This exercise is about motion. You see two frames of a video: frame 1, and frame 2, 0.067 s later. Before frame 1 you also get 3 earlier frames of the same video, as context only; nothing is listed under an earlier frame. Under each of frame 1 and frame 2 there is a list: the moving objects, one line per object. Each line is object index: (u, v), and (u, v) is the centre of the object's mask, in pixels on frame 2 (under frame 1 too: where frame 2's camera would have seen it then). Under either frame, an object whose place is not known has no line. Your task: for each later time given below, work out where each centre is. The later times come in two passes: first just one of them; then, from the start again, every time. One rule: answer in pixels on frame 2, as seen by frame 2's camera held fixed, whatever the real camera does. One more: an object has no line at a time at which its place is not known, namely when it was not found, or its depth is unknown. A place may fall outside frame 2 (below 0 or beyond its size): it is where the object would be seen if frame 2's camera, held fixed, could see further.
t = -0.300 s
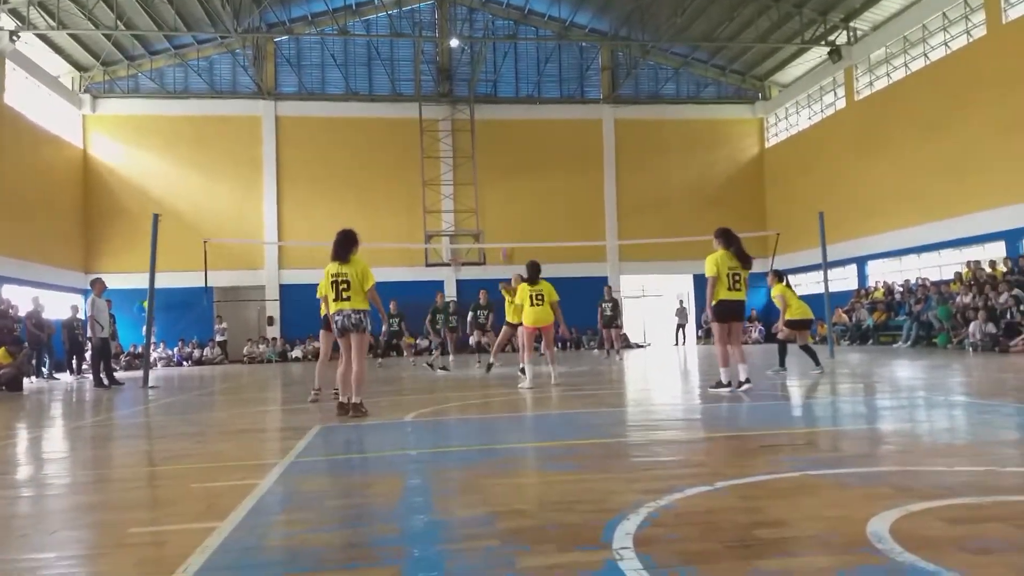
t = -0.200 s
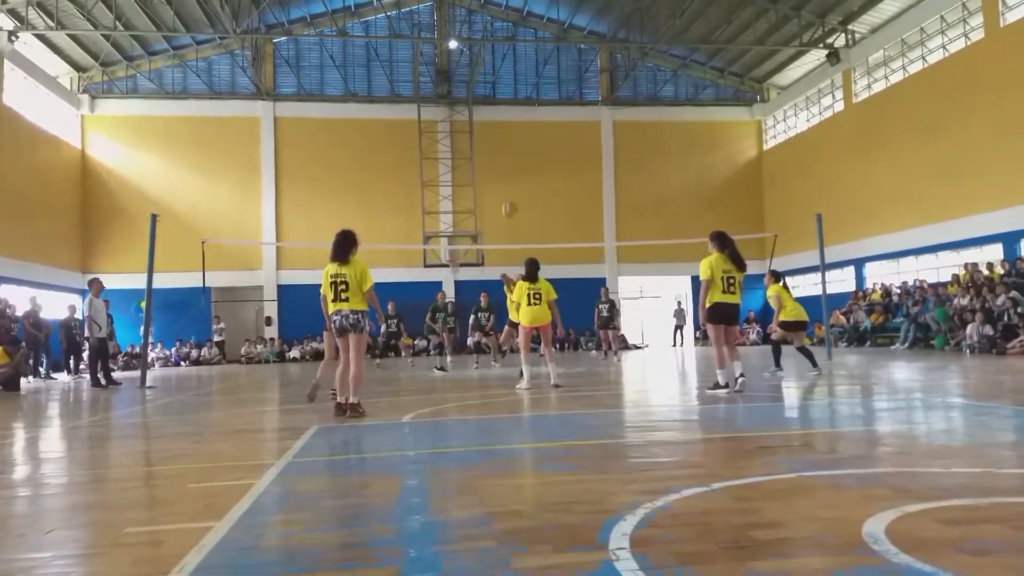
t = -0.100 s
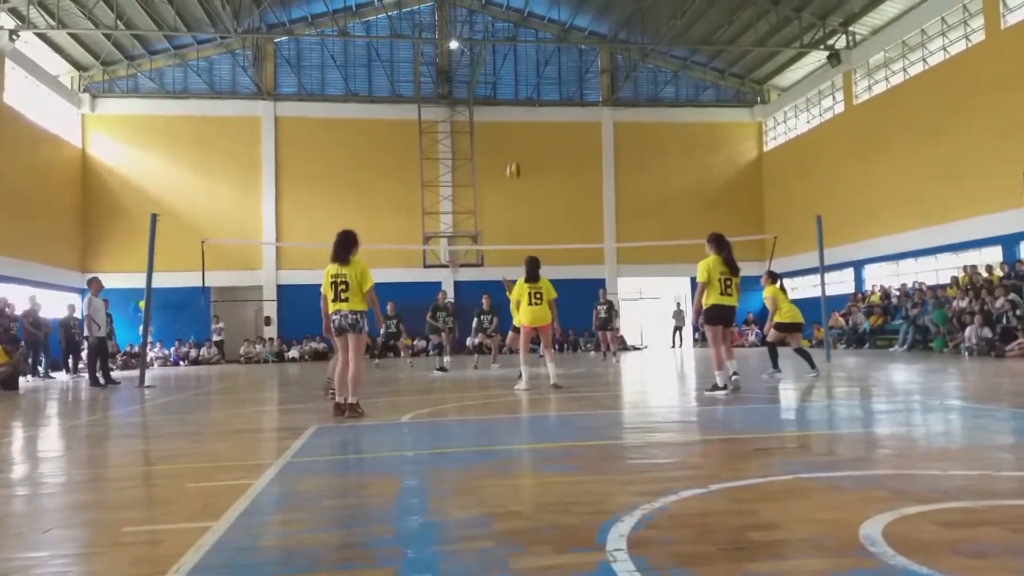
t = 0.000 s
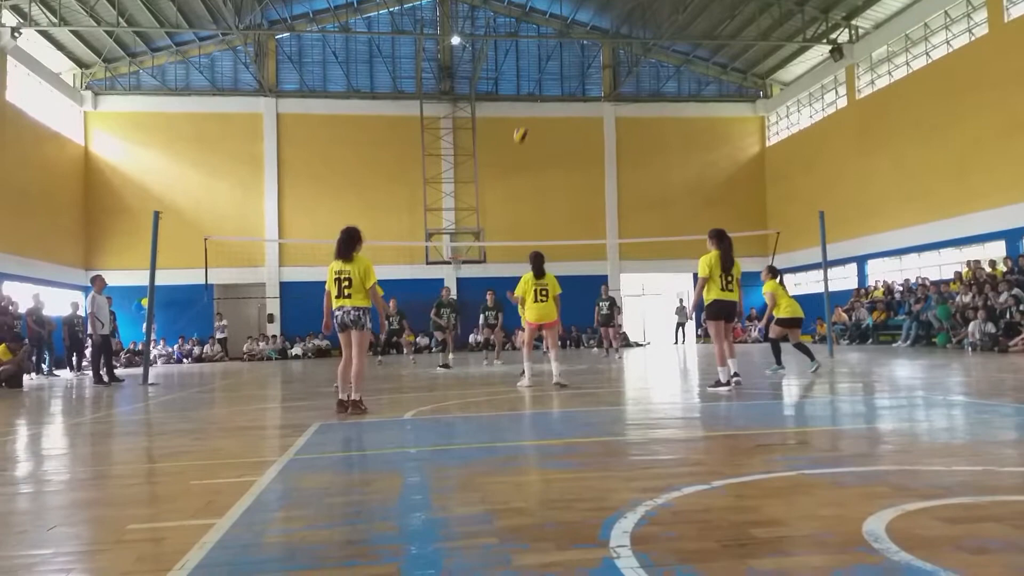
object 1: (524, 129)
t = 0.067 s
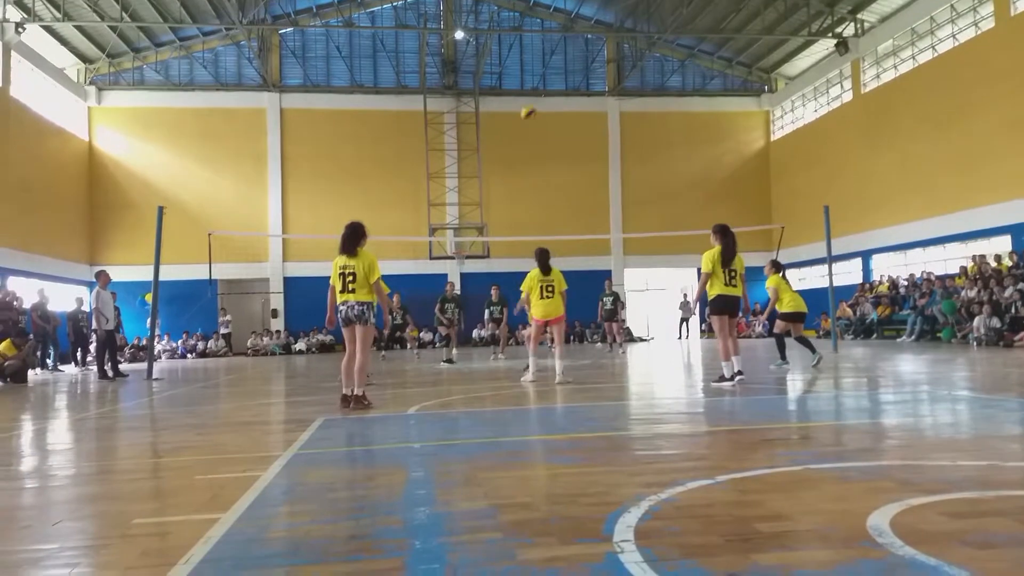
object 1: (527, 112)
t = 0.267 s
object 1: (540, 82)
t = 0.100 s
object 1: (530, 106)
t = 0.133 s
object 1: (532, 99)
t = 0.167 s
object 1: (534, 94)
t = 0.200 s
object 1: (536, 89)
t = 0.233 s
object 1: (538, 86)
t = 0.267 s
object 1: (540, 82)
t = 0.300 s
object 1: (541, 80)
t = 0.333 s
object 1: (543, 78)
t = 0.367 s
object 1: (545, 78)
